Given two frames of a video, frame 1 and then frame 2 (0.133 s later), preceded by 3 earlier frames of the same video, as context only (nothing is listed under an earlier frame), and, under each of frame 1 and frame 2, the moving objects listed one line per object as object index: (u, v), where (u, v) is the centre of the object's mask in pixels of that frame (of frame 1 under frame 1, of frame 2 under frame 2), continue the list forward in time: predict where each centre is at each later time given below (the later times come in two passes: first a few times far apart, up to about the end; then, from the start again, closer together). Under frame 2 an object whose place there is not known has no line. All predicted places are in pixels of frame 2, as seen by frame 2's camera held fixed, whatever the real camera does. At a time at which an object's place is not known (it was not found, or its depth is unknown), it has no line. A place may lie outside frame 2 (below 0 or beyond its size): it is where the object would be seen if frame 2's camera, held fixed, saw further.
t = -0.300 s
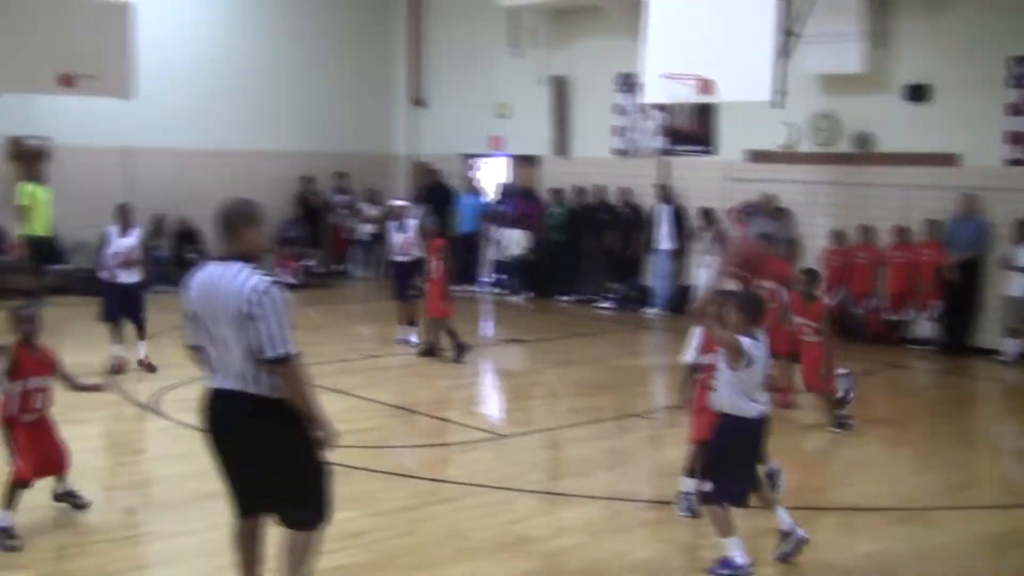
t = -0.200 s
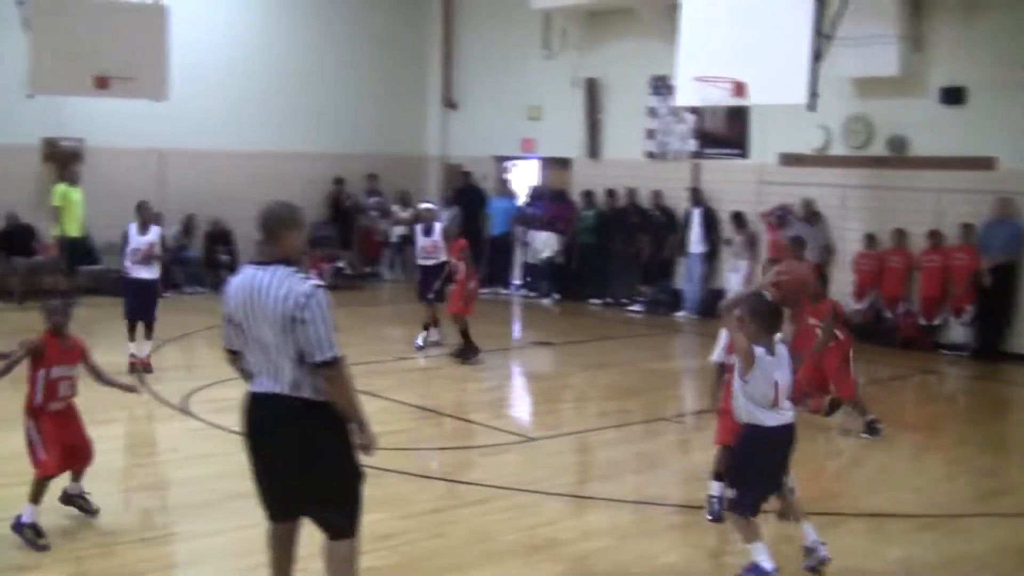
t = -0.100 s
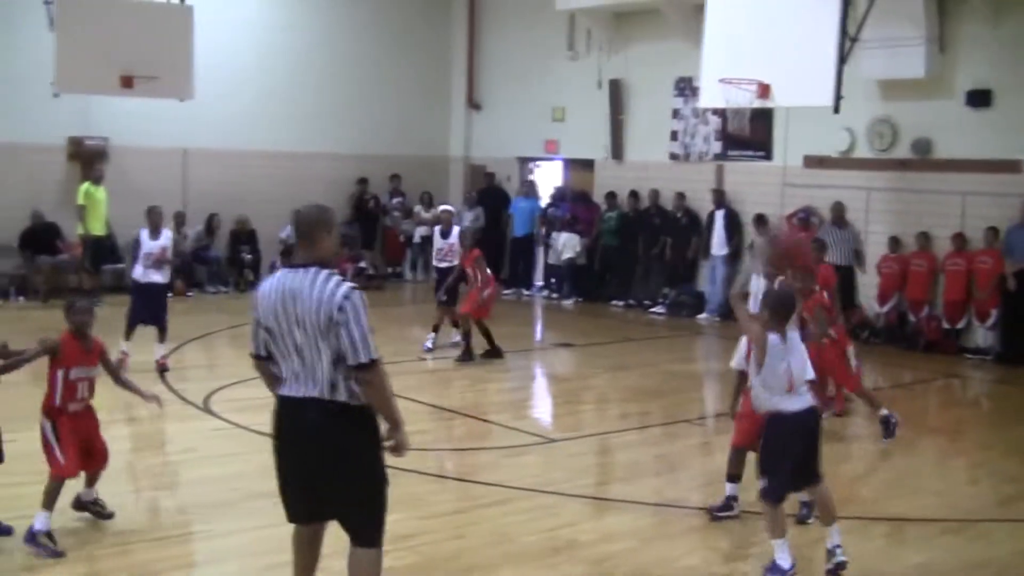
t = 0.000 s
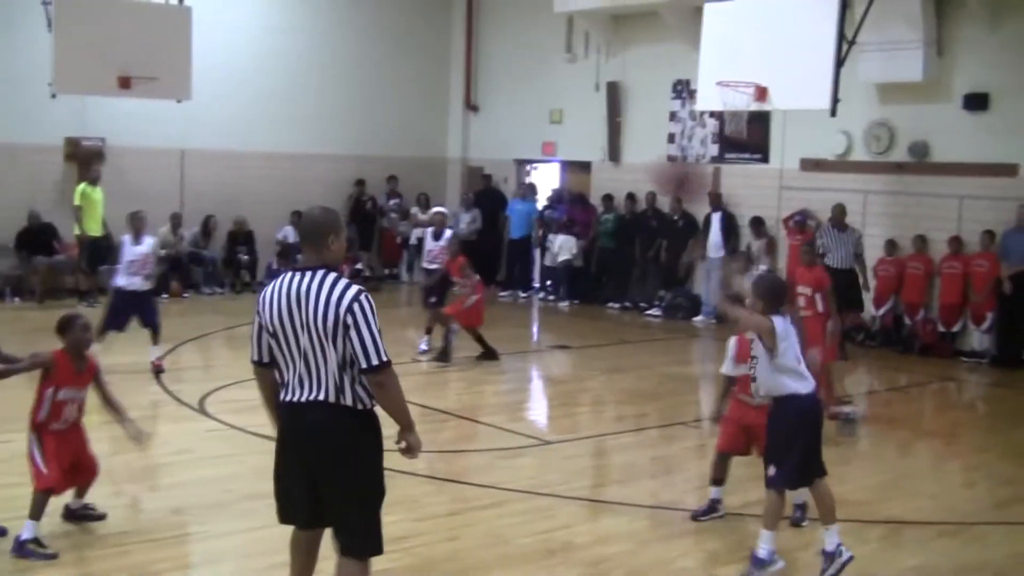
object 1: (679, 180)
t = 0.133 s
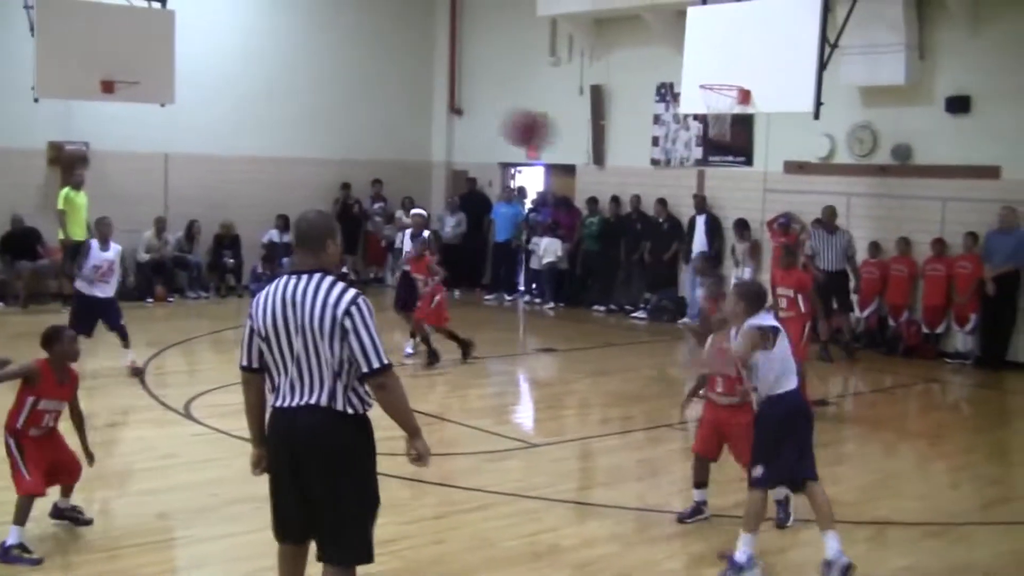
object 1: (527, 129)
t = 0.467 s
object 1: (273, 136)
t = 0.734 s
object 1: (133, 230)
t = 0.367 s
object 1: (338, 118)
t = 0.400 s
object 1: (315, 123)
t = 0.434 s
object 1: (294, 129)
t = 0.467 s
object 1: (273, 136)
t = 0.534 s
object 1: (234, 154)
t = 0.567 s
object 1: (216, 165)
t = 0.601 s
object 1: (197, 178)
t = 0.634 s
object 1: (180, 189)
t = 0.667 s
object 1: (164, 202)
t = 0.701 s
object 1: (148, 216)
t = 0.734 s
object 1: (133, 230)
